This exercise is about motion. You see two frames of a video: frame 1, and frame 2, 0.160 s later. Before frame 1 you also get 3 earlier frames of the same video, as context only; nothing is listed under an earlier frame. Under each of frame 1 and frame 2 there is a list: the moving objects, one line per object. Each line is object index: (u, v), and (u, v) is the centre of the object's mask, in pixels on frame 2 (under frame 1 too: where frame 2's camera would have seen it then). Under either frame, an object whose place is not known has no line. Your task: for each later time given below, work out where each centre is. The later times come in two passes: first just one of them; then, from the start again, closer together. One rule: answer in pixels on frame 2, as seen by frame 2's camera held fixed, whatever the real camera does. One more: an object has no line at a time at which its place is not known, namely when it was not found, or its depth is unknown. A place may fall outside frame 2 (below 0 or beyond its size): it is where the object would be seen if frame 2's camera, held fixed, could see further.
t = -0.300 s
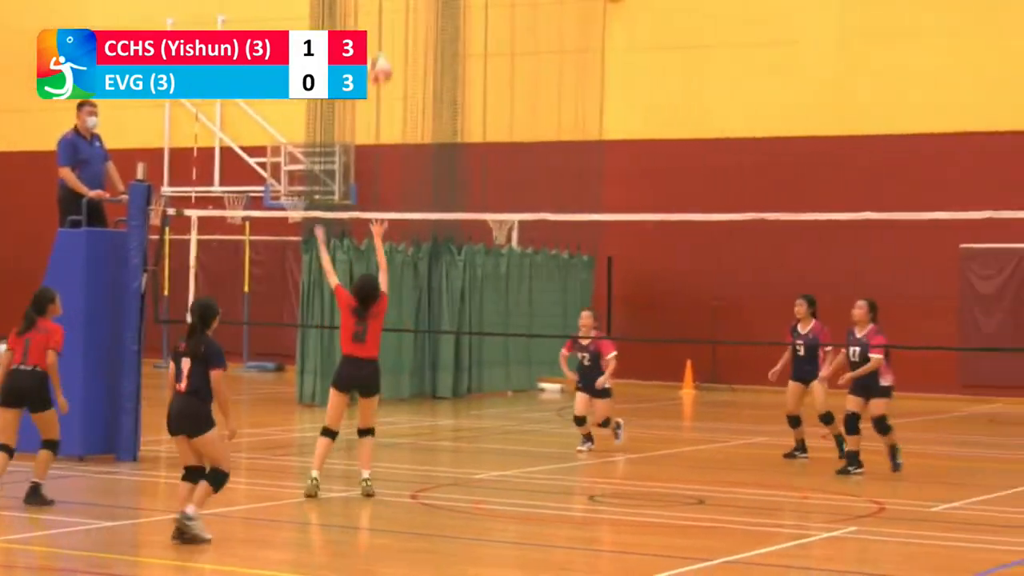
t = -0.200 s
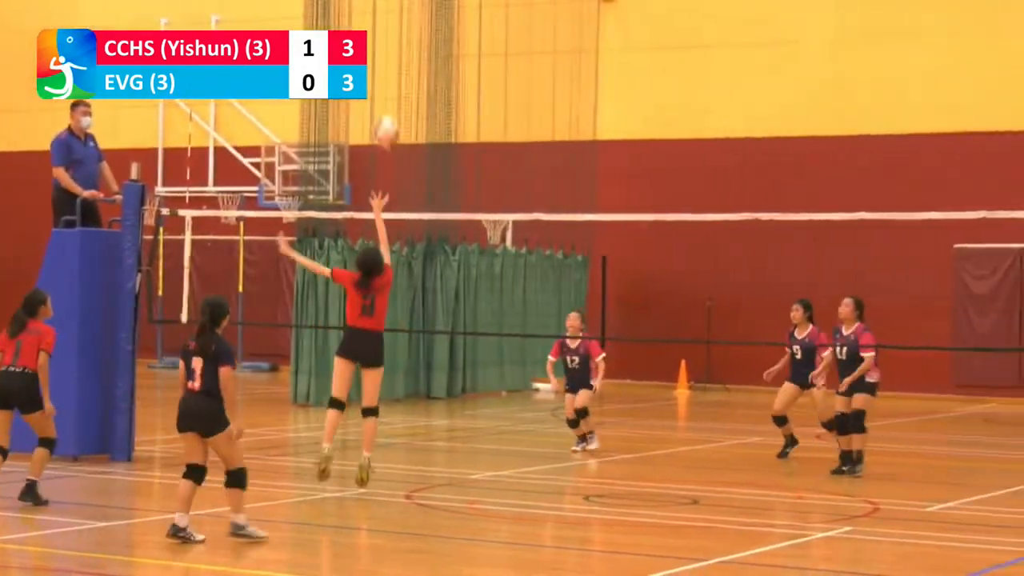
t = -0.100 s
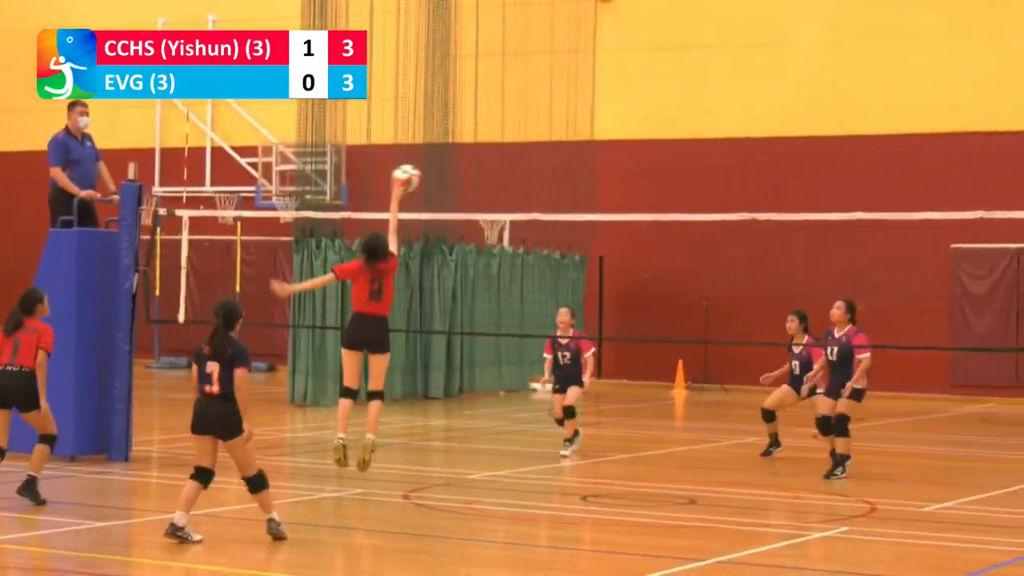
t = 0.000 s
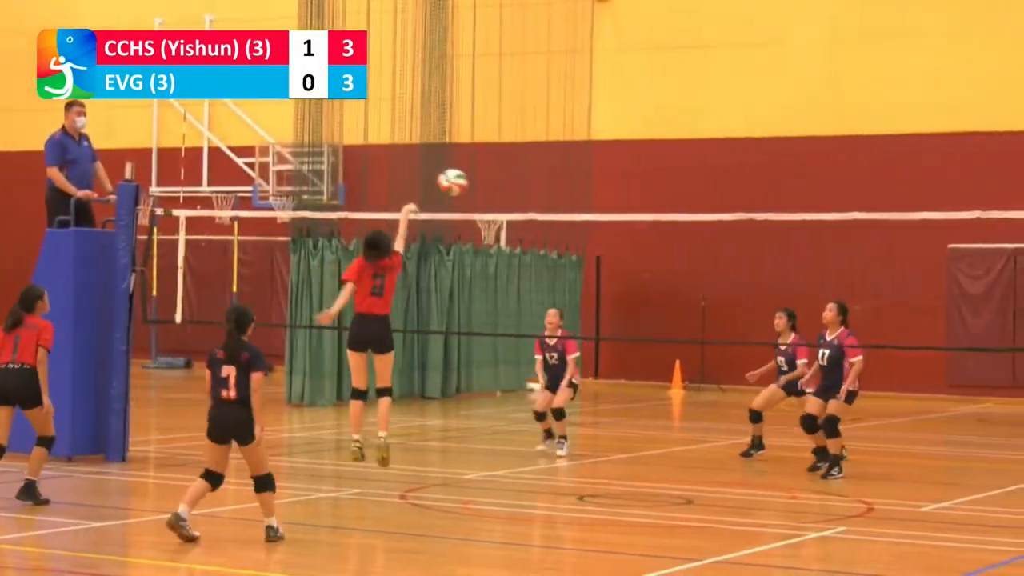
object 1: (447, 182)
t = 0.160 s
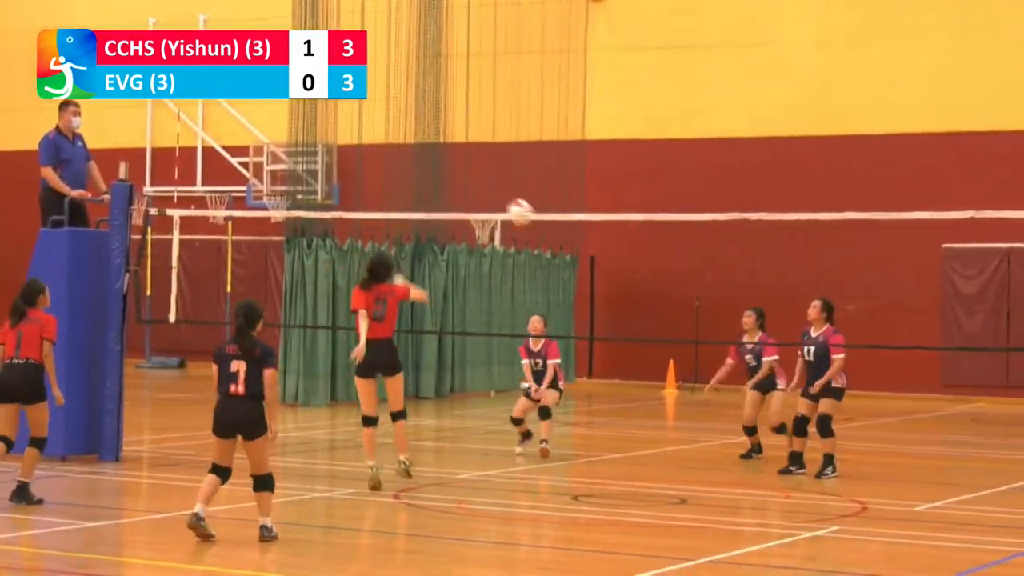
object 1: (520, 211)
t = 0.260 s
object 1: (562, 245)
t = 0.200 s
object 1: (537, 225)
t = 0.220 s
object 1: (545, 231)
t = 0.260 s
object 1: (562, 245)
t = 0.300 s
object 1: (578, 260)
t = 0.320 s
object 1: (586, 269)
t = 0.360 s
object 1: (601, 286)
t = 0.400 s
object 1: (616, 305)
